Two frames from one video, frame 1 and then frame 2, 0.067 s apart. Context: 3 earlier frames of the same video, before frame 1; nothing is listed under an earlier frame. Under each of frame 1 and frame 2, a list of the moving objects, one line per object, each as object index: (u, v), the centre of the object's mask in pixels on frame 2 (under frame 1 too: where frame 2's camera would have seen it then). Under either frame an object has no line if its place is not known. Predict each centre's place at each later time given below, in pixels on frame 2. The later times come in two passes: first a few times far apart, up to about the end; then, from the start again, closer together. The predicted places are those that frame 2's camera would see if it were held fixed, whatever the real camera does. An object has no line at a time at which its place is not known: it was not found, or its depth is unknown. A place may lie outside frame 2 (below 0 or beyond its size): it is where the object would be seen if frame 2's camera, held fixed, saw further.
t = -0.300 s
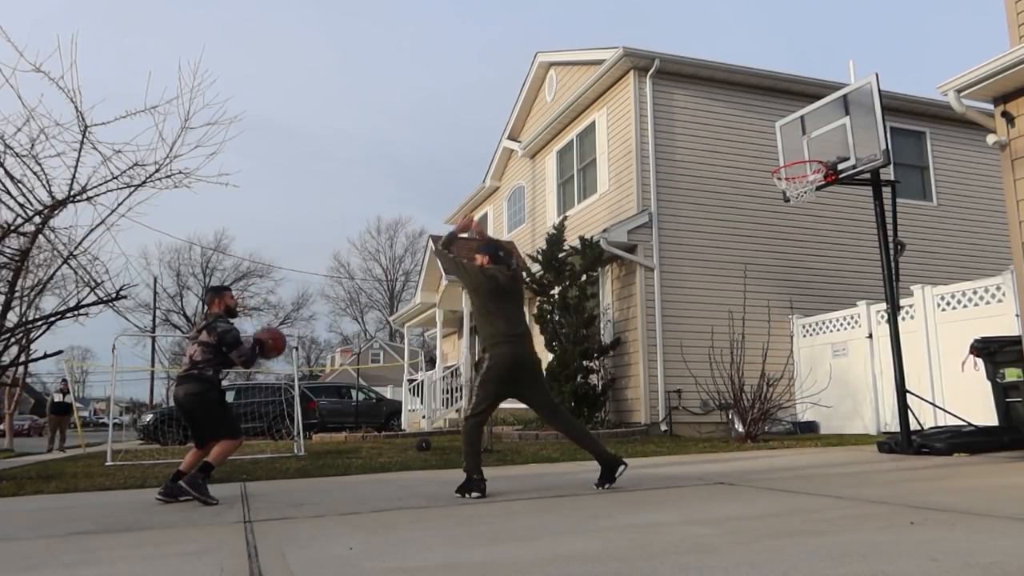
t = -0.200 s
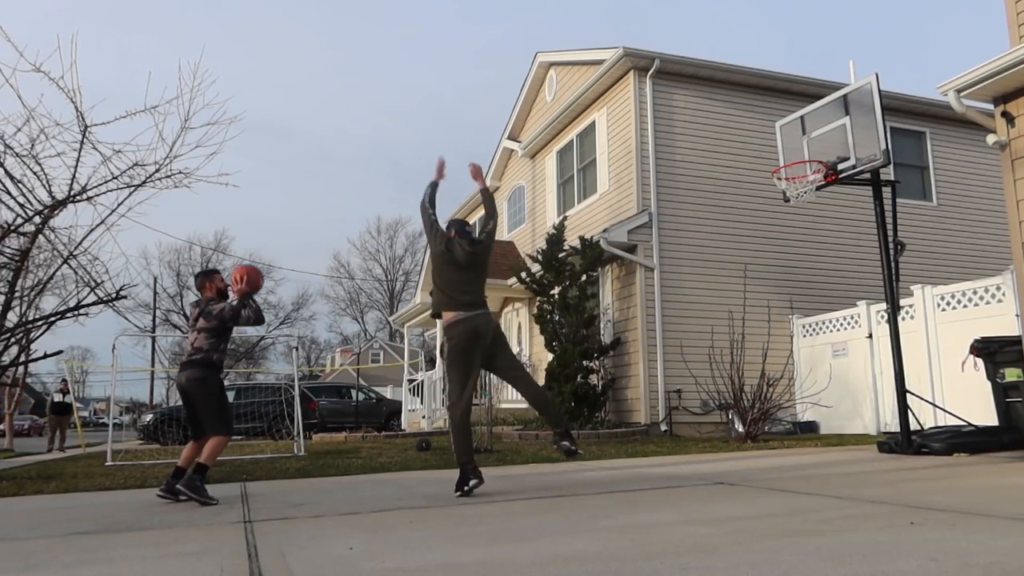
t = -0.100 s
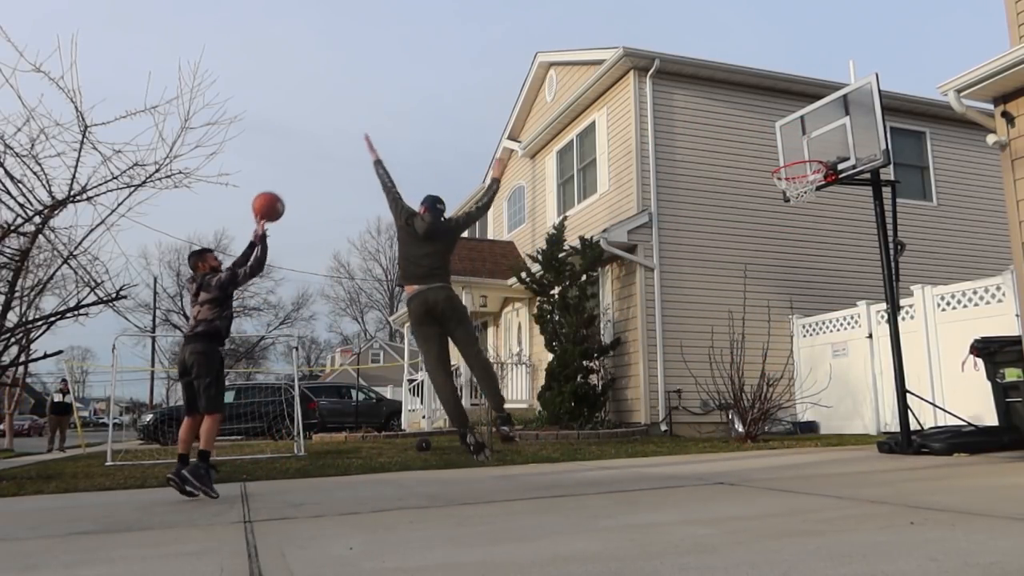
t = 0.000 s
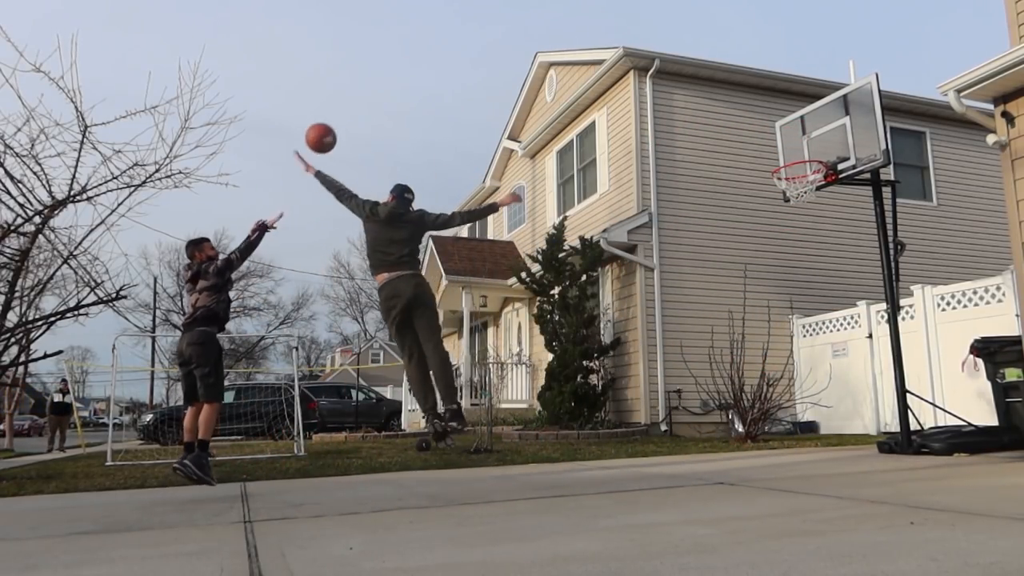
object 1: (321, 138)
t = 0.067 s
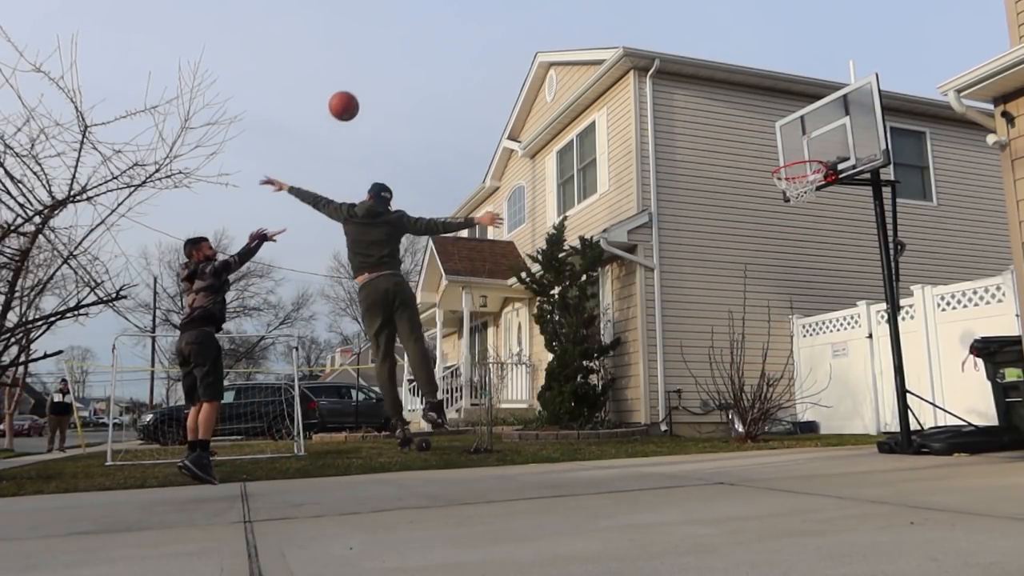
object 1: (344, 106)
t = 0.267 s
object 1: (405, 47)
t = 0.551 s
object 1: (479, 43)
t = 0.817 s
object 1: (542, 111)
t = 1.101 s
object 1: (603, 254)
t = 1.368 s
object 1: (658, 447)
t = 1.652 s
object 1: (672, 303)
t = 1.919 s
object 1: (688, 241)
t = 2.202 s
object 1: (709, 252)
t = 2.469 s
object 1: (732, 333)
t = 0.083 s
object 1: (349, 99)
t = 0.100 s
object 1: (354, 92)
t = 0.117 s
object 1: (360, 86)
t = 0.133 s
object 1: (365, 80)
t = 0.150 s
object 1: (370, 75)
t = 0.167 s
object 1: (375, 69)
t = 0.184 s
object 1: (380, 65)
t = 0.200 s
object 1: (385, 61)
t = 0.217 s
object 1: (390, 57)
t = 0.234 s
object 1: (395, 53)
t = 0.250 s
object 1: (400, 50)
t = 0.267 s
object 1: (405, 47)
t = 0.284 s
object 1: (409, 45)
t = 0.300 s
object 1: (414, 42)
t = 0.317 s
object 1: (419, 40)
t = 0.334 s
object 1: (423, 39)
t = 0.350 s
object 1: (428, 37)
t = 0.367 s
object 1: (432, 36)
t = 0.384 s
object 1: (437, 35)
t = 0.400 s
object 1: (442, 35)
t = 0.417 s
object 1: (446, 34)
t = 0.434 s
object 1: (450, 34)
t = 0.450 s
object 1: (455, 35)
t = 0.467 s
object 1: (459, 35)
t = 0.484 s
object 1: (463, 36)
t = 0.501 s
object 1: (467, 38)
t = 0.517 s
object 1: (471, 39)
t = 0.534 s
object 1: (475, 41)
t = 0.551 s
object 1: (479, 43)
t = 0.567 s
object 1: (484, 45)
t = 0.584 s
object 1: (487, 48)
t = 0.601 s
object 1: (492, 51)
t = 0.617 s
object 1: (495, 54)
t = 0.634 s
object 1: (499, 57)
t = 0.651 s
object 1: (504, 61)
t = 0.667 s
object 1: (507, 64)
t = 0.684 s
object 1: (511, 69)
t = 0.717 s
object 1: (519, 77)
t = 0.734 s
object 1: (523, 82)
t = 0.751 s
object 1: (527, 87)
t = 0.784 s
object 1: (534, 99)
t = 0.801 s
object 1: (539, 105)
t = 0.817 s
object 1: (542, 111)
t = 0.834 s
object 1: (546, 117)
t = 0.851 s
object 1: (549, 124)
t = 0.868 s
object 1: (552, 130)
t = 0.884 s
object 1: (556, 138)
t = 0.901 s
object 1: (559, 145)
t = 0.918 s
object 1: (564, 153)
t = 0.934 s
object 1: (567, 161)
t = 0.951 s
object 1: (570, 169)
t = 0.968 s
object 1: (574, 178)
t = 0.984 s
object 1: (578, 186)
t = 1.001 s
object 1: (582, 195)
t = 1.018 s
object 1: (586, 204)
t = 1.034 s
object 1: (589, 214)
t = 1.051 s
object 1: (593, 223)
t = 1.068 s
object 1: (597, 233)
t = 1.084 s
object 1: (600, 243)
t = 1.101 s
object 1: (603, 254)
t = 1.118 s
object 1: (606, 264)
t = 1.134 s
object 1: (610, 275)
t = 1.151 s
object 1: (613, 287)
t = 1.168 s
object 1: (616, 298)
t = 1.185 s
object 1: (620, 310)
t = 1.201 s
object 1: (624, 322)
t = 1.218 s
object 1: (627, 334)
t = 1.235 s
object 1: (631, 347)
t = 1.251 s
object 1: (634, 360)
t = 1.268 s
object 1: (638, 373)
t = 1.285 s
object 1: (641, 387)
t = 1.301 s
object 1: (645, 401)
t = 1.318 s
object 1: (648, 414)
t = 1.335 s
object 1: (651, 428)
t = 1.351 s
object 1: (654, 442)
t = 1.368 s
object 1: (658, 447)
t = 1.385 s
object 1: (658, 436)
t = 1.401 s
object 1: (659, 426)
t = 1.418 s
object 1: (660, 415)
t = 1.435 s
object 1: (661, 406)
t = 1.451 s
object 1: (661, 396)
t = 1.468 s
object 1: (662, 386)
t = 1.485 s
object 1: (663, 378)
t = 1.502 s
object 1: (664, 369)
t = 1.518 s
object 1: (664, 361)
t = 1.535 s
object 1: (666, 352)
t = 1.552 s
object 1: (666, 344)
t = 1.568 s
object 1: (667, 337)
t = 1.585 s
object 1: (668, 330)
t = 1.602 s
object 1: (669, 322)
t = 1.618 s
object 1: (670, 316)
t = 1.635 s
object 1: (671, 309)
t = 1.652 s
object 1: (672, 303)
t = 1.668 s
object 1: (672, 297)
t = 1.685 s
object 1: (673, 292)
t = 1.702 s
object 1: (674, 286)
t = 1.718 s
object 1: (676, 281)
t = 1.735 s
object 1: (676, 277)
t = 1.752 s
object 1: (677, 272)
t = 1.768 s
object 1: (678, 268)
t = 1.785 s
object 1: (679, 264)
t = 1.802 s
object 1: (680, 261)
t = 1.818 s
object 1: (681, 257)
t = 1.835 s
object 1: (682, 253)
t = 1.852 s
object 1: (683, 251)
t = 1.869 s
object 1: (684, 248)
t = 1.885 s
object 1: (686, 246)
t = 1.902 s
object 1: (687, 244)
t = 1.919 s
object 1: (688, 241)
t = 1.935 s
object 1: (689, 240)
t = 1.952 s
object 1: (690, 239)
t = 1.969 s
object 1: (691, 238)
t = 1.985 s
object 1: (693, 237)
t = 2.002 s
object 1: (694, 237)
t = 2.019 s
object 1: (695, 236)
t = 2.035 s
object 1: (696, 236)
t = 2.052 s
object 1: (698, 237)
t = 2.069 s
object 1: (699, 237)
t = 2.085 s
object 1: (700, 238)
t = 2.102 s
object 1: (701, 239)
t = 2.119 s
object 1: (703, 240)
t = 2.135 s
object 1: (704, 242)
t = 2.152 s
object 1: (705, 244)
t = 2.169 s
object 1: (706, 246)
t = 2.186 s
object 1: (708, 249)
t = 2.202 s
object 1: (709, 252)
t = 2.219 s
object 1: (710, 255)
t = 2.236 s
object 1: (712, 258)
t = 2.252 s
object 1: (713, 261)
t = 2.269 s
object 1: (714, 265)
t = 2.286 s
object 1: (716, 270)
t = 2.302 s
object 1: (717, 274)
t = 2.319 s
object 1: (719, 279)
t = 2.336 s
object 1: (720, 283)
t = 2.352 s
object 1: (722, 288)
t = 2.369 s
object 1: (723, 294)
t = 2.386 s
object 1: (725, 300)
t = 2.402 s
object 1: (726, 306)
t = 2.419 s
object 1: (728, 313)
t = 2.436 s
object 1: (729, 319)
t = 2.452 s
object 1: (730, 326)
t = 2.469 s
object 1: (732, 333)
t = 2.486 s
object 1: (733, 341)
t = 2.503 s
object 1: (735, 349)
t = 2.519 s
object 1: (737, 357)
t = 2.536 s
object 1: (739, 366)
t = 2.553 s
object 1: (740, 374)
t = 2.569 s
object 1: (742, 384)
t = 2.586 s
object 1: (743, 394)
